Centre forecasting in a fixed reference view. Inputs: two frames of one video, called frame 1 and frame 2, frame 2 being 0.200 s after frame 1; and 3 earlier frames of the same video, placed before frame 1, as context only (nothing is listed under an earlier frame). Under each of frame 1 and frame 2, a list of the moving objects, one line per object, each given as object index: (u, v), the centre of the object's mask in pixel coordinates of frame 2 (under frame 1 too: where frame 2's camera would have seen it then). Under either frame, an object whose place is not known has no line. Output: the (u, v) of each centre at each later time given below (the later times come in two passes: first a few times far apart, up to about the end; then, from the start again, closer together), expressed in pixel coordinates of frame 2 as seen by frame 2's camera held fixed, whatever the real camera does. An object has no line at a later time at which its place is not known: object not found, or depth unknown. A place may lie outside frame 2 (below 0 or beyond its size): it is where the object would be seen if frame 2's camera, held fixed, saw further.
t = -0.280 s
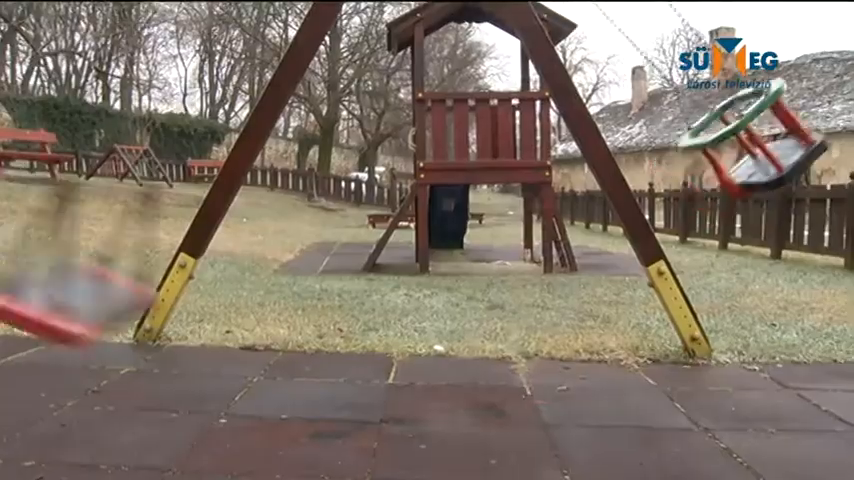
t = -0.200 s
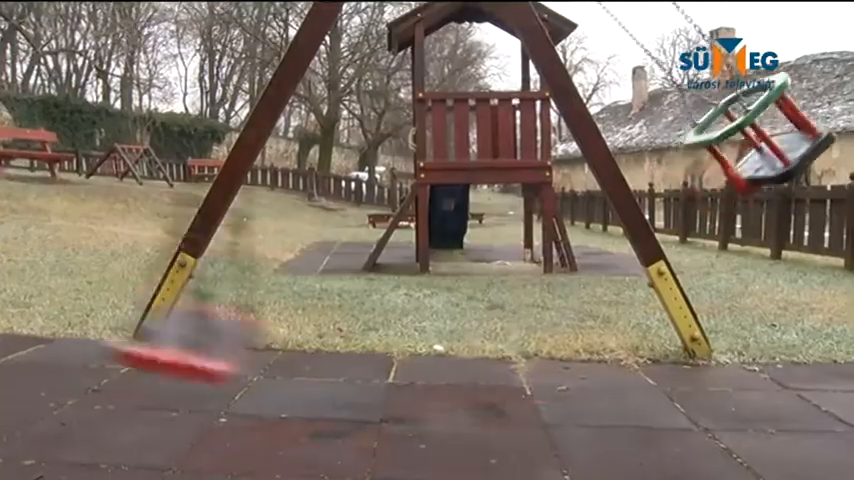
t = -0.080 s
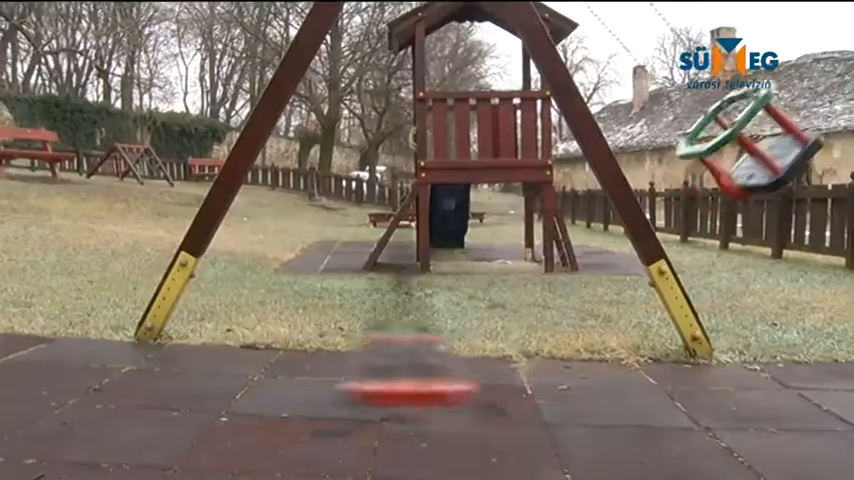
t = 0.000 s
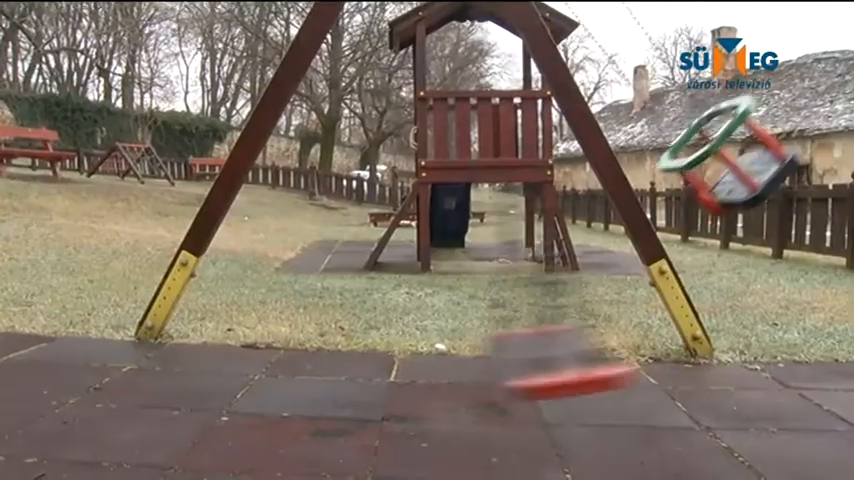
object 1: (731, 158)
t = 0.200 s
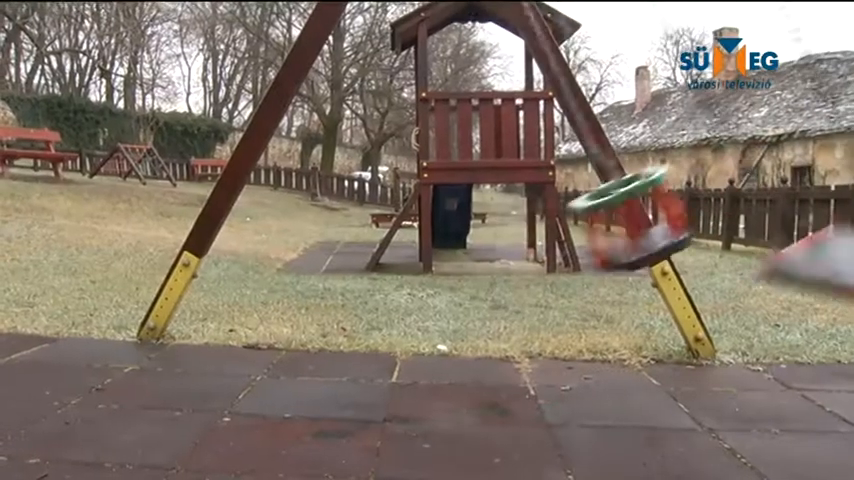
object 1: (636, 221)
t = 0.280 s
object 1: (578, 244)
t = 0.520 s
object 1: (374, 262)
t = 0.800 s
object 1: (183, 199)
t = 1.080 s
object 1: (122, 161)
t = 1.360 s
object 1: (191, 208)
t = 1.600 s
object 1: (363, 264)
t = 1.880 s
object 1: (599, 236)
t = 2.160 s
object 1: (726, 161)
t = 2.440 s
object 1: (734, 153)
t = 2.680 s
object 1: (645, 212)
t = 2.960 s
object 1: (431, 267)
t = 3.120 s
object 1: (298, 251)
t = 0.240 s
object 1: (605, 232)
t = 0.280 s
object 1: (578, 244)
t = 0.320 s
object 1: (545, 251)
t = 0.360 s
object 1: (511, 258)
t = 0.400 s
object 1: (477, 262)
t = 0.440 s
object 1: (442, 264)
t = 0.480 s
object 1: (408, 264)
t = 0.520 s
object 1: (374, 262)
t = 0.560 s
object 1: (340, 257)
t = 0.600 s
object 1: (309, 251)
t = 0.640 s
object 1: (279, 242)
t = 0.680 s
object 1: (249, 232)
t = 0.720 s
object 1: (226, 221)
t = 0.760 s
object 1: (204, 210)
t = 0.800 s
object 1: (183, 199)
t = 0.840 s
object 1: (166, 190)
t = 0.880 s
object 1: (152, 181)
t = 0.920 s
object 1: (142, 174)
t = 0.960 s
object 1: (132, 168)
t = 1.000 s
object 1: (126, 163)
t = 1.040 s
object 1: (122, 161)
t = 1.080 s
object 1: (122, 161)
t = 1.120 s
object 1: (123, 162)
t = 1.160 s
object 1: (127, 165)
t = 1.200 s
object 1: (135, 171)
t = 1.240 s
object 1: (145, 177)
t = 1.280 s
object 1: (157, 186)
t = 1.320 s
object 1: (173, 195)
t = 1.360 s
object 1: (191, 208)
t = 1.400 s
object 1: (213, 219)
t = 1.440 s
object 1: (240, 232)
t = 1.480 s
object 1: (267, 241)
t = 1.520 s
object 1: (297, 250)
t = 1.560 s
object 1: (328, 258)
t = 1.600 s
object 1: (363, 264)
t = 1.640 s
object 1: (396, 267)
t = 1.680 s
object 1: (433, 268)
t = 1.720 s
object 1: (470, 266)
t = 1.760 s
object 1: (502, 262)
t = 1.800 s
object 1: (536, 255)
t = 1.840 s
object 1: (570, 247)
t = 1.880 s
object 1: (599, 236)
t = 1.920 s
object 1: (622, 226)
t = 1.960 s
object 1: (647, 213)
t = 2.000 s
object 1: (668, 201)
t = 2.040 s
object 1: (687, 189)
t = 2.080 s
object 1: (702, 179)
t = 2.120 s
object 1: (715, 169)
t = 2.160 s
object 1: (726, 161)
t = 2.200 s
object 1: (734, 154)
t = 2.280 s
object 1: (744, 146)
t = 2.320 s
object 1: (744, 145)
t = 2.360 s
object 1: (743, 146)
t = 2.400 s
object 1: (740, 148)
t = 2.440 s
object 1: (734, 153)
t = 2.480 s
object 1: (725, 159)
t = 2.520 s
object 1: (715, 167)
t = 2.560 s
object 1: (701, 177)
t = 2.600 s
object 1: (684, 188)
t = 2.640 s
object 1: (666, 200)
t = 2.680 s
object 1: (645, 212)
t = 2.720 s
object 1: (619, 226)
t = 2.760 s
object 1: (593, 236)
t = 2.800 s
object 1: (564, 246)
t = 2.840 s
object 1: (531, 254)
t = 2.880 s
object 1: (498, 260)
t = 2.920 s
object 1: (467, 266)
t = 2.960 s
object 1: (431, 267)
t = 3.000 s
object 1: (397, 265)
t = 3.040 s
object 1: (365, 262)
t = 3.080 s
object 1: (329, 257)
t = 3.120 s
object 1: (298, 251)
